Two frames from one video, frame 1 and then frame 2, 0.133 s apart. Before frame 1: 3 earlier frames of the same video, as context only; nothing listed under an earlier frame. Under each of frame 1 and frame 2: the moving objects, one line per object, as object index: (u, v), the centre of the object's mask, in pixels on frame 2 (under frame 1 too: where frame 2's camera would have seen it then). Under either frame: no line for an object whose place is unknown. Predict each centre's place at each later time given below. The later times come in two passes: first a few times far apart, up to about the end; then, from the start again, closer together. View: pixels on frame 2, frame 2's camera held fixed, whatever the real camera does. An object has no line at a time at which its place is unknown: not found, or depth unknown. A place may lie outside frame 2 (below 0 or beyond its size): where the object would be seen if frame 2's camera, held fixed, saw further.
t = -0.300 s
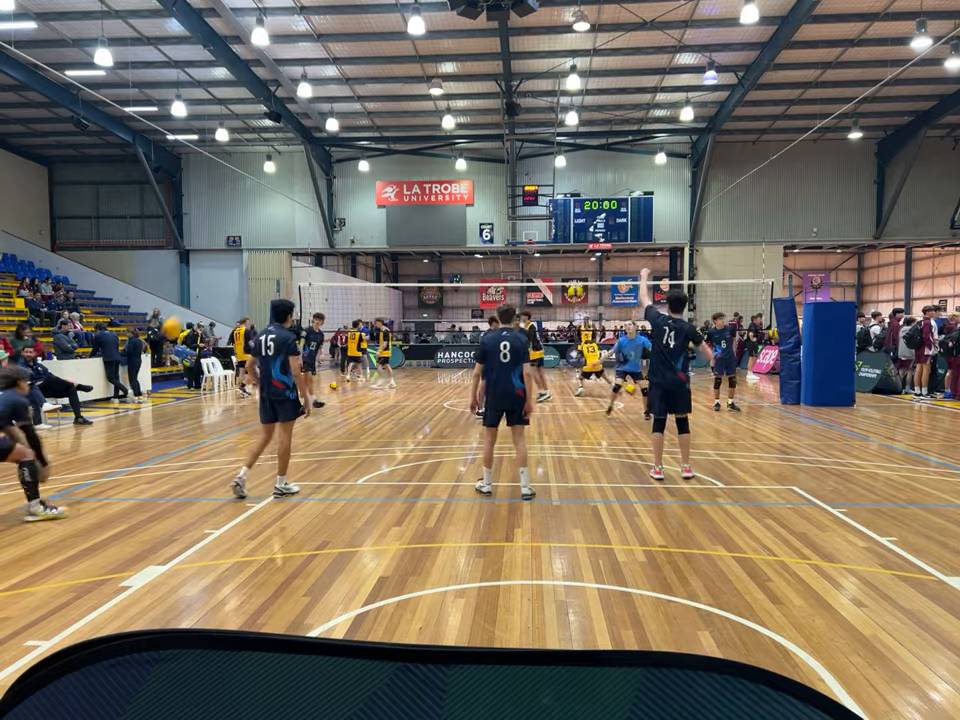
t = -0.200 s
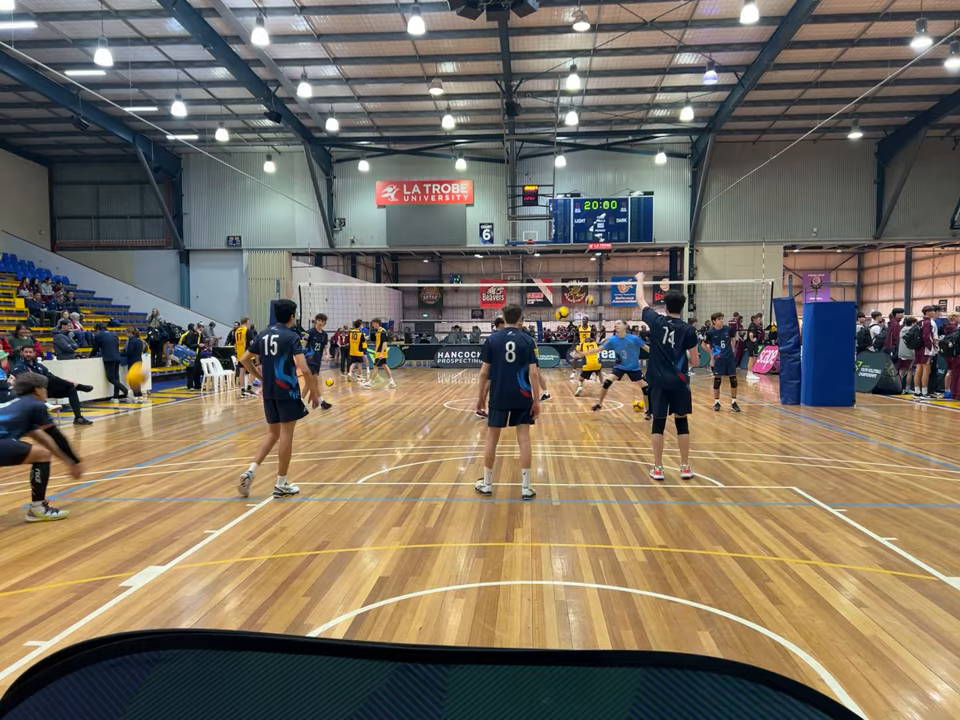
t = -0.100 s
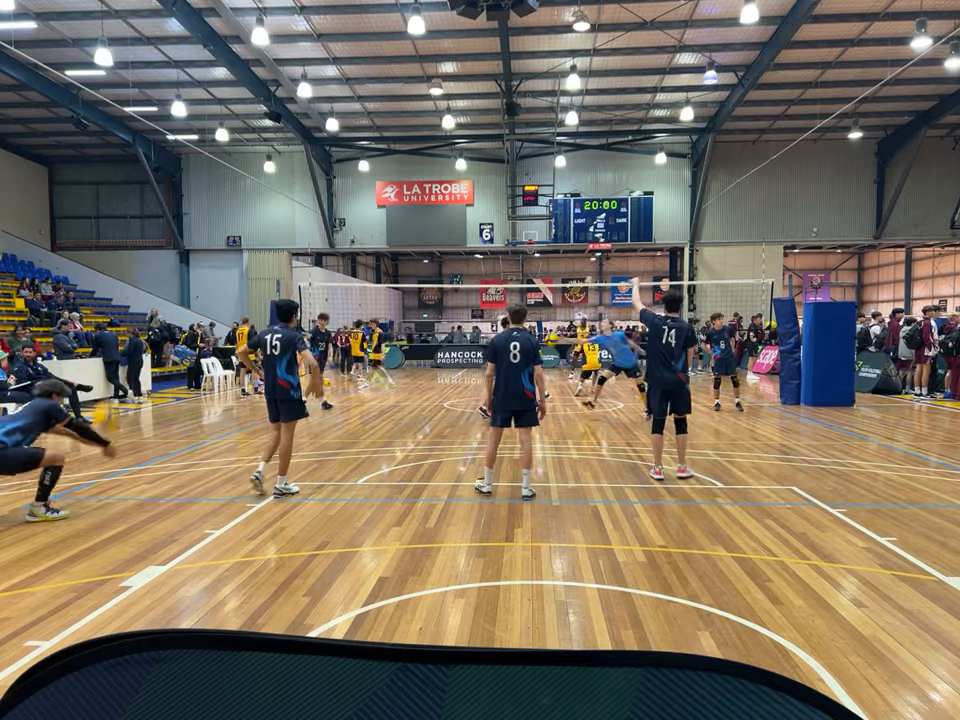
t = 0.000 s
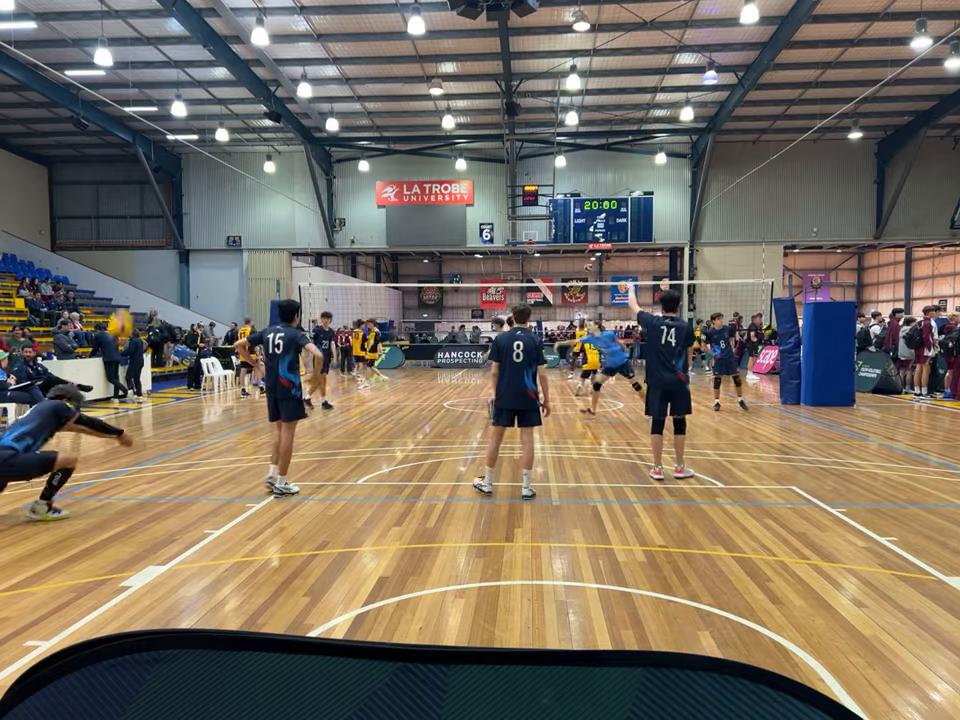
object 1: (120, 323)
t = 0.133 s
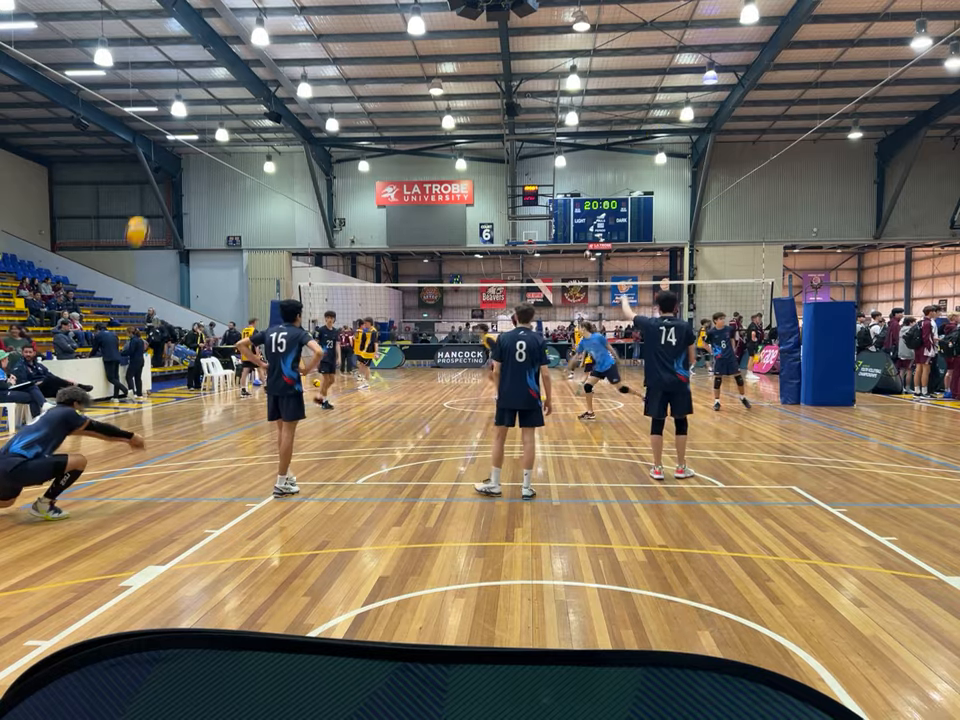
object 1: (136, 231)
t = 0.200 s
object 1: (145, 194)
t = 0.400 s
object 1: (167, 119)
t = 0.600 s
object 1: (188, 88)
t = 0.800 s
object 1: (209, 94)
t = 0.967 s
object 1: (224, 122)
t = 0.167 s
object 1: (141, 212)
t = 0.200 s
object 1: (145, 194)
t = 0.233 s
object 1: (149, 178)
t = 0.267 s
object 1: (153, 164)
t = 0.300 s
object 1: (157, 151)
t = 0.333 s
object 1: (160, 139)
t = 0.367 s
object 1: (163, 128)
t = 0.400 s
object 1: (167, 119)
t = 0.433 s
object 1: (170, 111)
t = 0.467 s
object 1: (175, 102)
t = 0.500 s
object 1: (178, 98)
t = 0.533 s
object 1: (182, 93)
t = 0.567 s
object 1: (185, 91)
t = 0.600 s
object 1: (188, 88)
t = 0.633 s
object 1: (192, 86)
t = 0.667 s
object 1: (195, 86)
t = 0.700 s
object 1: (199, 87)
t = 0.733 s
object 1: (202, 89)
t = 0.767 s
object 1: (206, 91)
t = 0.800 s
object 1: (209, 94)
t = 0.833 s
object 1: (212, 98)
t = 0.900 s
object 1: (218, 109)
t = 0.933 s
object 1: (221, 116)
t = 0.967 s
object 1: (224, 122)
